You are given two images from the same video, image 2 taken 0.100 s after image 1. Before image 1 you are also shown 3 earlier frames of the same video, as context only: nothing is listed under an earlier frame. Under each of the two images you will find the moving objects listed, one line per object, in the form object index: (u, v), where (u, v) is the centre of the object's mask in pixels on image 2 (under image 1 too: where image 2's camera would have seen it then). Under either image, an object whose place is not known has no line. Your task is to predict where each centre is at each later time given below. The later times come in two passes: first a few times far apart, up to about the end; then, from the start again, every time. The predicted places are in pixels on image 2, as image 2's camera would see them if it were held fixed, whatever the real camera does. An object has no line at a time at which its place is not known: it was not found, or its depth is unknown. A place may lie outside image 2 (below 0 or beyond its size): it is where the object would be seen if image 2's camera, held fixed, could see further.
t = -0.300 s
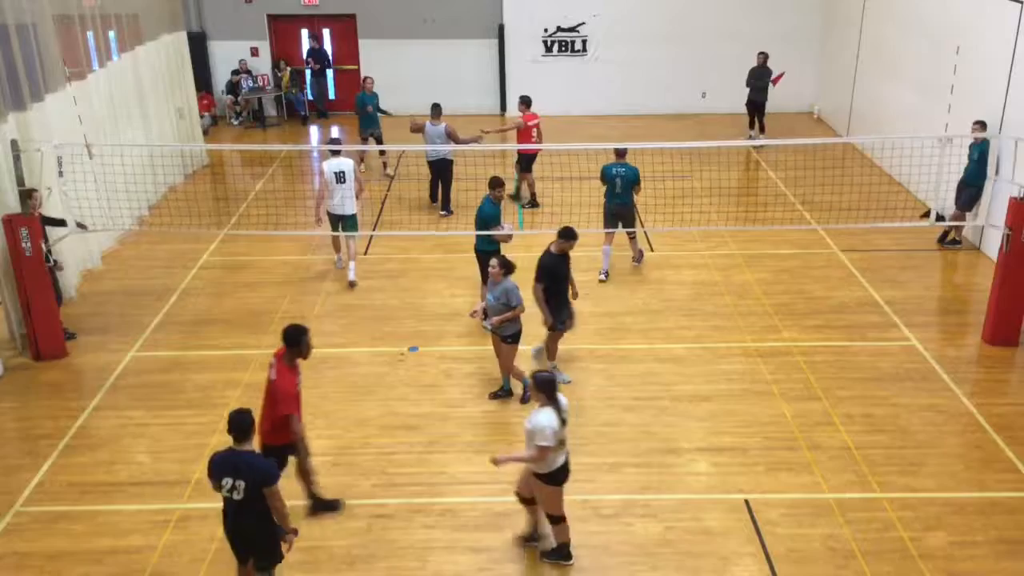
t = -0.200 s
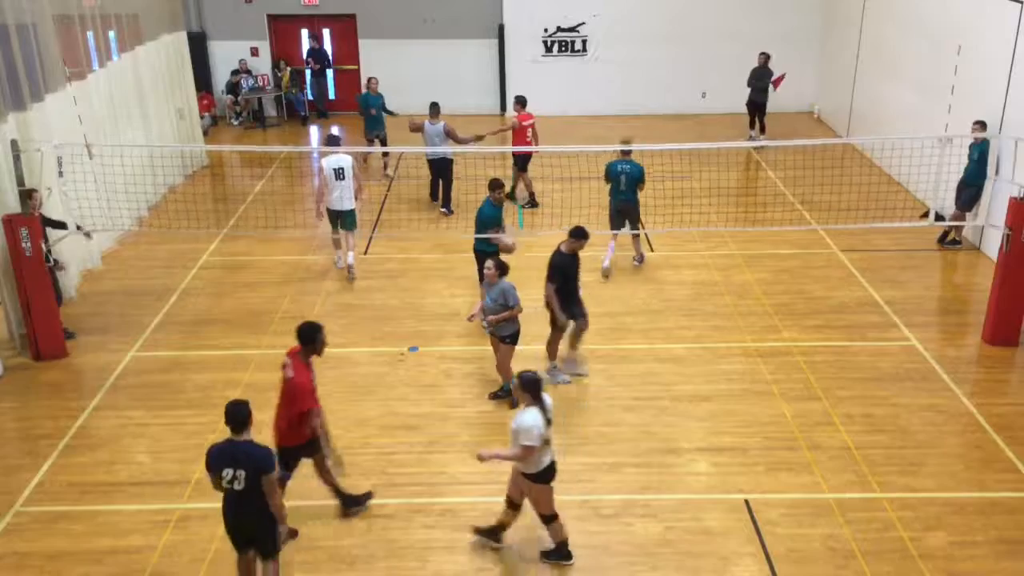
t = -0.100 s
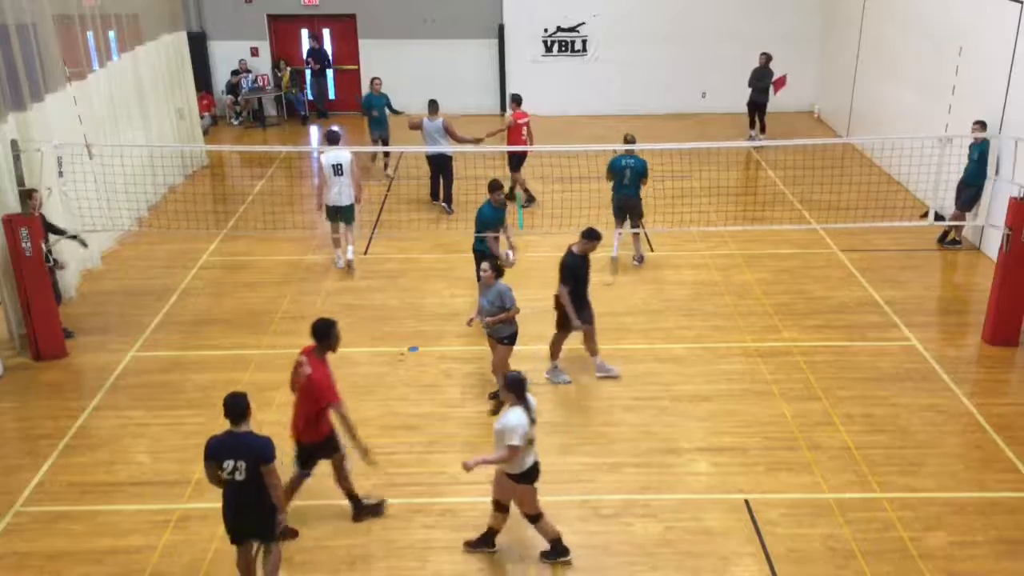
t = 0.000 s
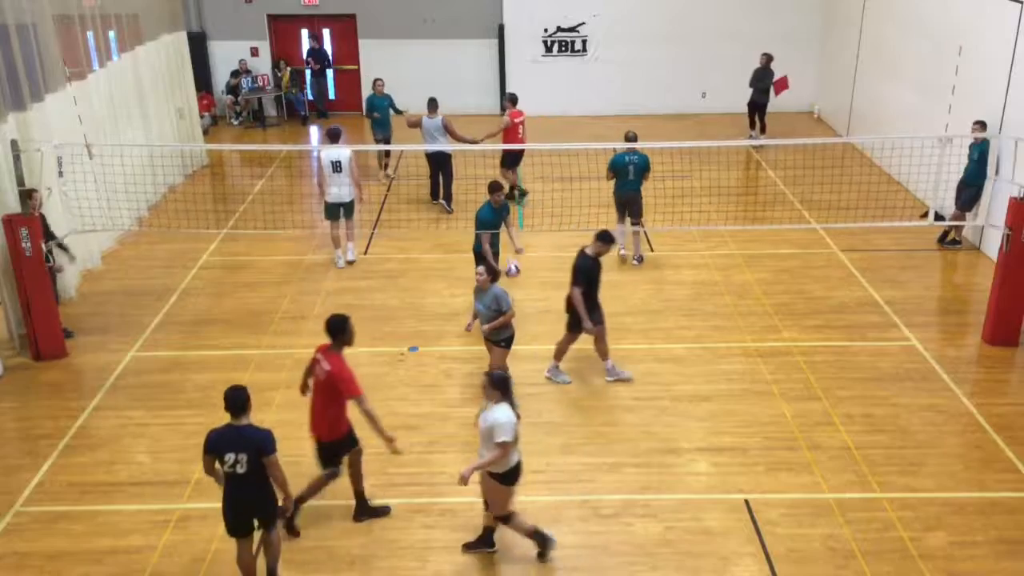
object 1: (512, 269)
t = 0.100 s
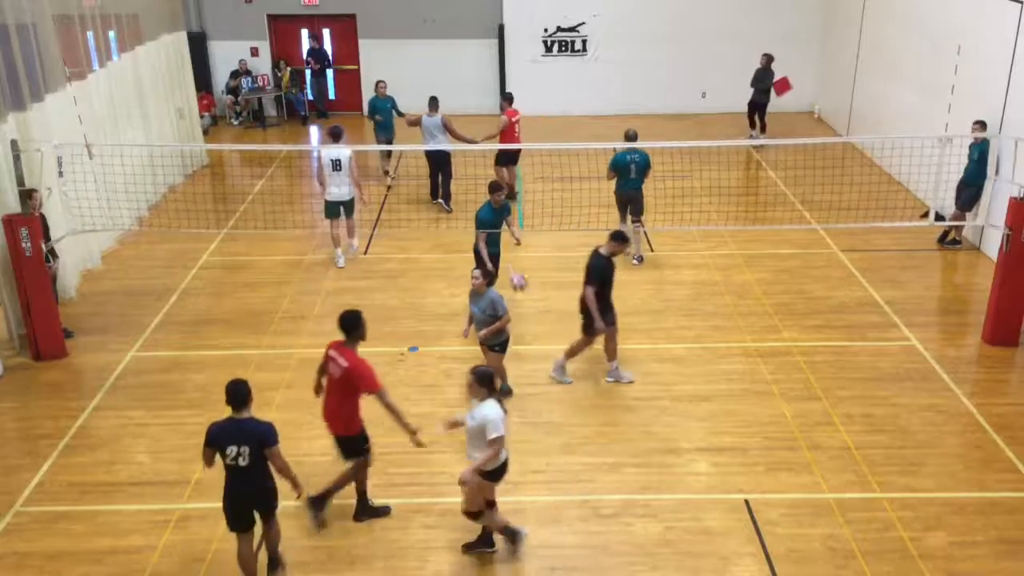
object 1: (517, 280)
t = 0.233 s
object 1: (529, 313)
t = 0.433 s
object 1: (547, 393)
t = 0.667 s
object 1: (563, 404)
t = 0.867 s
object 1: (578, 424)
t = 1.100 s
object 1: (596, 503)
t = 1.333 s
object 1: (615, 530)
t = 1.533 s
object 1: (635, 567)
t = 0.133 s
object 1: (521, 289)
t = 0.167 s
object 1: (523, 295)
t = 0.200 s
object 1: (526, 304)
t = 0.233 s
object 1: (529, 313)
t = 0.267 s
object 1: (531, 322)
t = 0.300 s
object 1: (534, 335)
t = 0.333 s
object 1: (538, 348)
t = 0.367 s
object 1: (541, 362)
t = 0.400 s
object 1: (544, 377)
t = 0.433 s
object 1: (547, 393)
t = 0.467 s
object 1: (549, 413)
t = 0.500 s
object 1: (552, 416)
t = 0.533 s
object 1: (555, 411)
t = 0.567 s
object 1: (557, 409)
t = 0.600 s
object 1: (559, 406)
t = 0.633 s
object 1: (562, 405)
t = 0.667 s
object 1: (563, 404)
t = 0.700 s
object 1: (565, 405)
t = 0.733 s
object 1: (568, 407)
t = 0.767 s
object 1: (570, 410)
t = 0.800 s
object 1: (572, 413)
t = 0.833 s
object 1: (575, 418)
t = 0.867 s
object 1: (578, 424)
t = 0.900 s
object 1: (579, 429)
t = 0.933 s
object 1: (582, 440)
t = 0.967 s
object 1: (585, 448)
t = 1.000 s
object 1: (587, 461)
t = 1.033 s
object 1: (589, 474)
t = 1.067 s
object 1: (594, 487)
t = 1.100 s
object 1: (596, 503)
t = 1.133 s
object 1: (599, 526)
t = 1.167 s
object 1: (601, 530)
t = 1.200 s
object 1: (604, 528)
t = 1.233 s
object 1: (607, 527)
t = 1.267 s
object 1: (610, 526)
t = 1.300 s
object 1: (613, 527)
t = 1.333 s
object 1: (615, 530)
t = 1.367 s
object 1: (619, 534)
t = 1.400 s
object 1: (622, 538)
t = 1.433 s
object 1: (626, 544)
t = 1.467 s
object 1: (628, 552)
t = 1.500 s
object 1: (631, 561)
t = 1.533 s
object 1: (635, 567)
